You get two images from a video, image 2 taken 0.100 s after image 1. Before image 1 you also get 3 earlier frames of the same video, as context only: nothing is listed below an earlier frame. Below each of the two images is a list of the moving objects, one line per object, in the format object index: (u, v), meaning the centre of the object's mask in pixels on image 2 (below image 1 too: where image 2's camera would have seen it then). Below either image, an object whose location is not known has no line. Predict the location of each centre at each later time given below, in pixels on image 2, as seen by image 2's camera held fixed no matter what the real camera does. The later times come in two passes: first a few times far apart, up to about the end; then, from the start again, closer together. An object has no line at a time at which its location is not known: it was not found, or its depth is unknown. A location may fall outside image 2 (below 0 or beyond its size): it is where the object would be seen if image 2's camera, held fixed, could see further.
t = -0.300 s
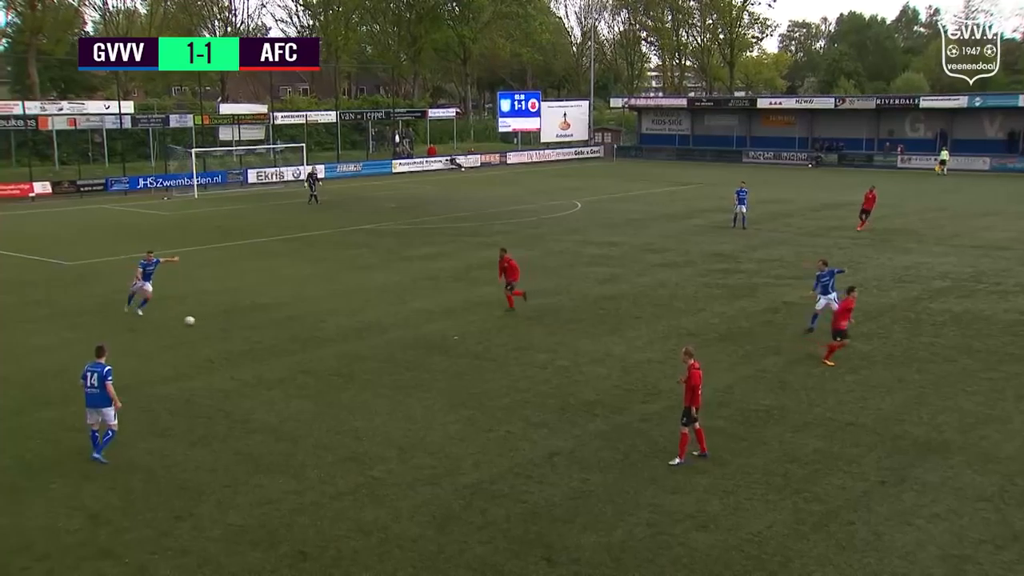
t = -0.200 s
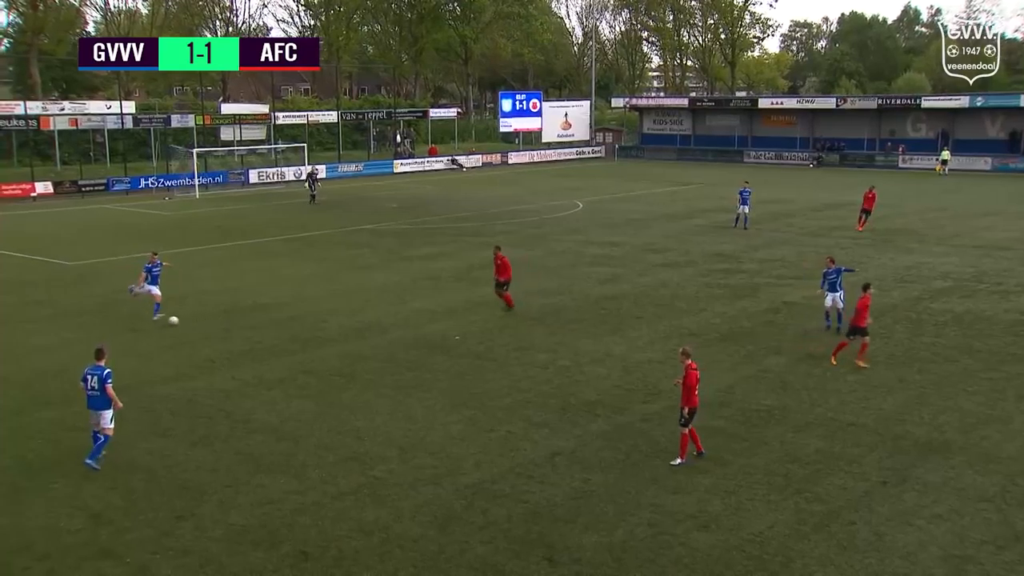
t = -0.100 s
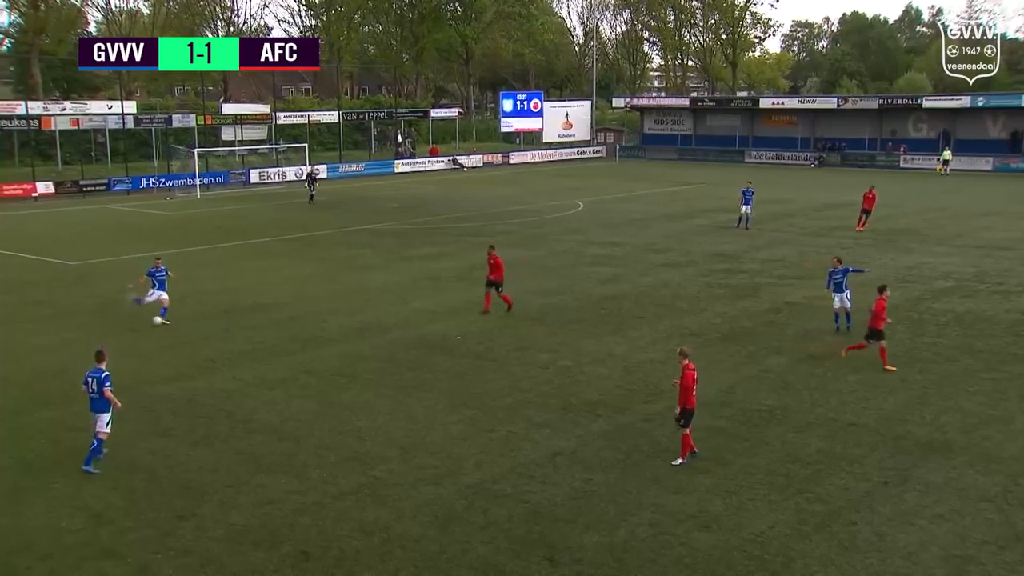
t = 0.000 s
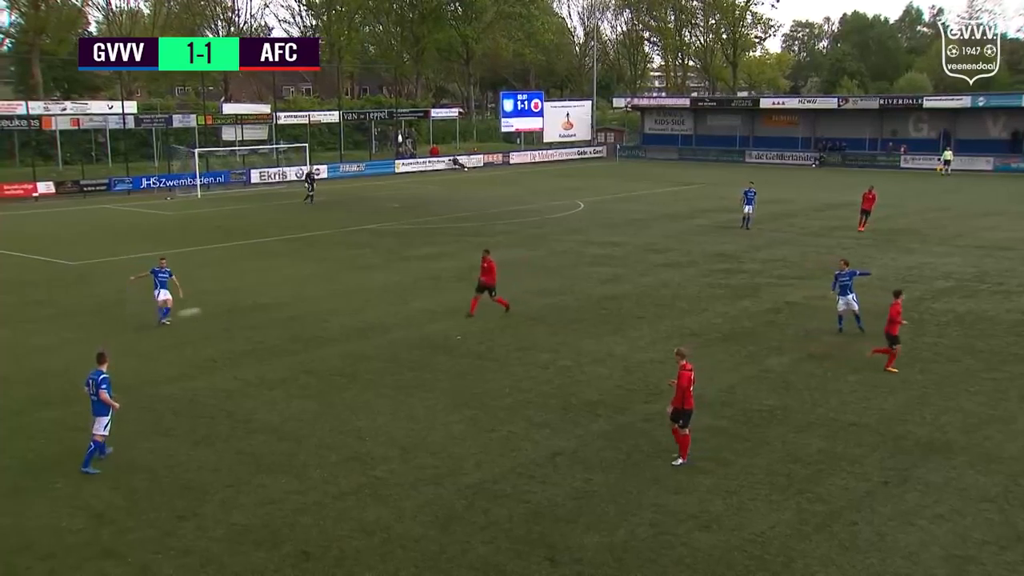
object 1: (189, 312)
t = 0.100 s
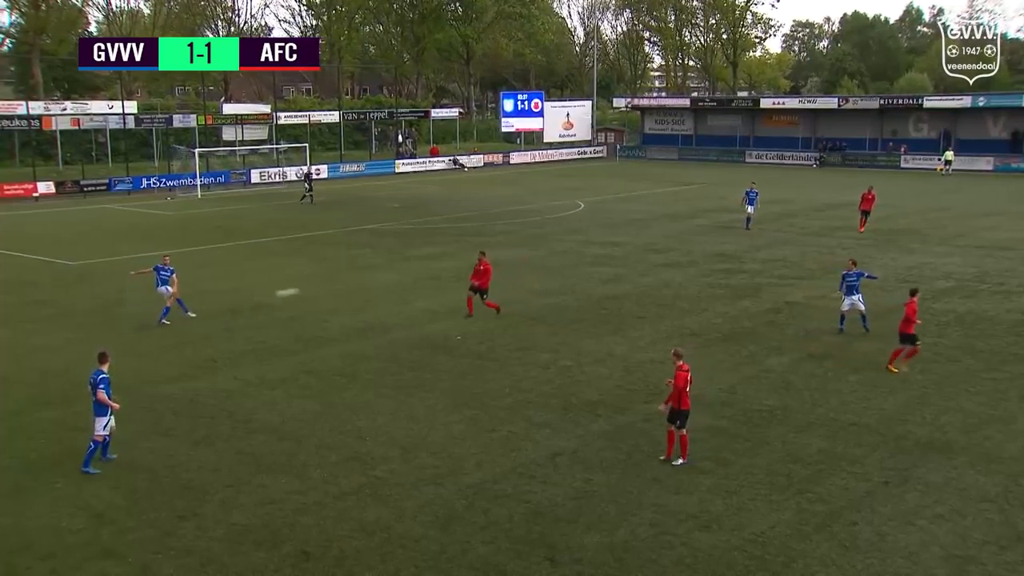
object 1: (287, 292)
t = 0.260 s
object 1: (448, 259)
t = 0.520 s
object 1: (725, 204)
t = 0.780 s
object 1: (1035, 148)
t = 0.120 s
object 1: (307, 288)
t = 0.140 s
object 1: (327, 284)
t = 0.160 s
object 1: (347, 280)
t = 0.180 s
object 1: (368, 276)
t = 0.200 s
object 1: (388, 272)
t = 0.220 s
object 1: (408, 268)
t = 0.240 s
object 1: (428, 264)
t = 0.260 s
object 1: (448, 259)
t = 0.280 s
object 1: (468, 255)
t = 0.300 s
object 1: (488, 251)
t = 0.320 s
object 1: (510, 247)
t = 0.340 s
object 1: (529, 243)
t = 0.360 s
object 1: (551, 238)
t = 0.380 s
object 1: (572, 234)
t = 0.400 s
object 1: (593, 230)
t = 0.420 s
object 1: (615, 225)
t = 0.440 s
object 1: (637, 221)
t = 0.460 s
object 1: (658, 217)
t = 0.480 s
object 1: (680, 212)
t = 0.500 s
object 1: (702, 208)
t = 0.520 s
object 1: (725, 204)
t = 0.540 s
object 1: (747, 199)
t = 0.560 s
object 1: (771, 194)
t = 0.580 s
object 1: (794, 190)
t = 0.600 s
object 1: (817, 186)
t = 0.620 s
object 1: (841, 182)
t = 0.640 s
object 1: (865, 177)
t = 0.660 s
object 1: (888, 173)
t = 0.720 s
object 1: (961, 161)
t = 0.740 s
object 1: (986, 158)
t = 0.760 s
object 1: (1011, 152)
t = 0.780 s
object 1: (1035, 148)
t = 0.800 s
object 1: (1059, 145)
